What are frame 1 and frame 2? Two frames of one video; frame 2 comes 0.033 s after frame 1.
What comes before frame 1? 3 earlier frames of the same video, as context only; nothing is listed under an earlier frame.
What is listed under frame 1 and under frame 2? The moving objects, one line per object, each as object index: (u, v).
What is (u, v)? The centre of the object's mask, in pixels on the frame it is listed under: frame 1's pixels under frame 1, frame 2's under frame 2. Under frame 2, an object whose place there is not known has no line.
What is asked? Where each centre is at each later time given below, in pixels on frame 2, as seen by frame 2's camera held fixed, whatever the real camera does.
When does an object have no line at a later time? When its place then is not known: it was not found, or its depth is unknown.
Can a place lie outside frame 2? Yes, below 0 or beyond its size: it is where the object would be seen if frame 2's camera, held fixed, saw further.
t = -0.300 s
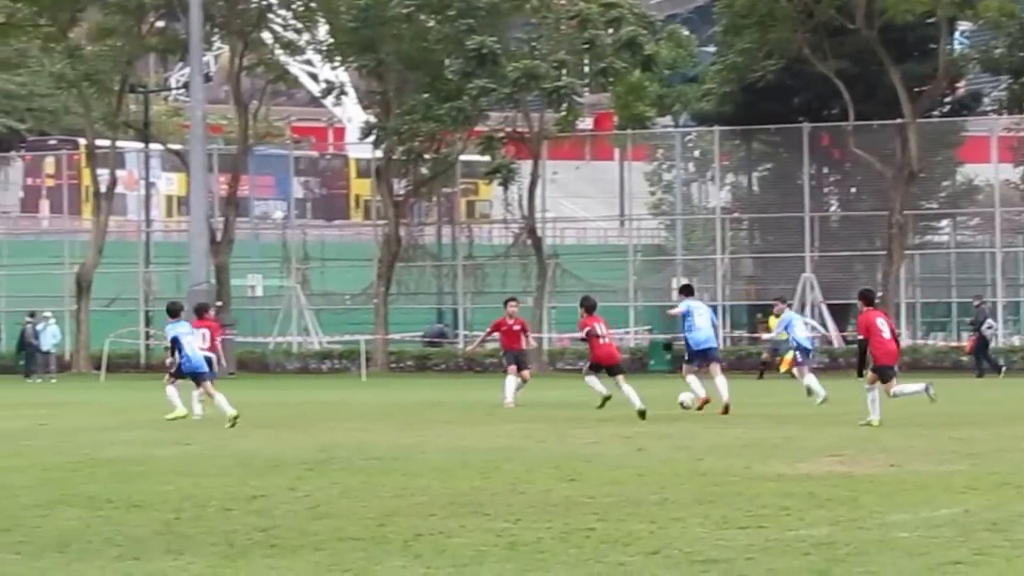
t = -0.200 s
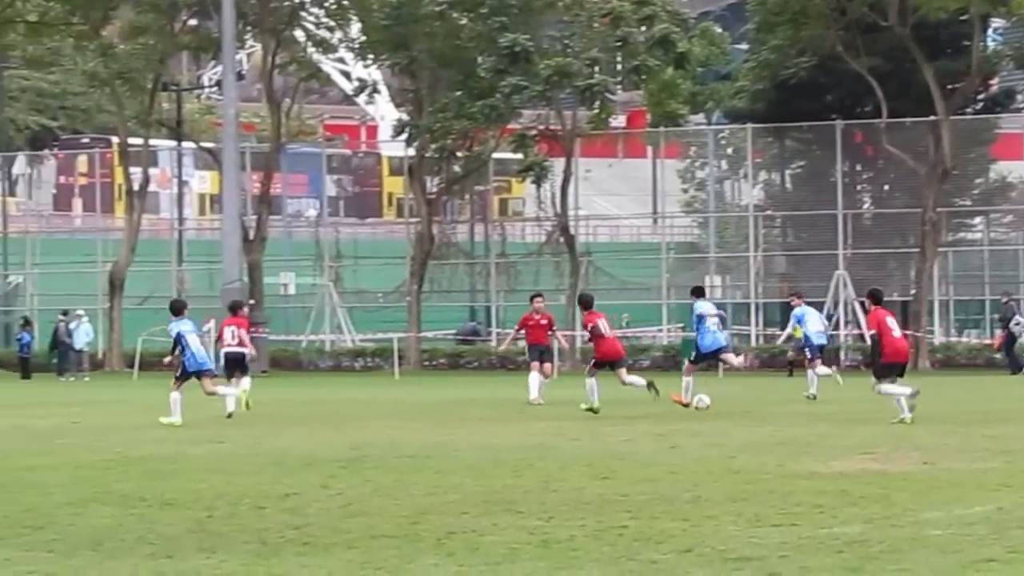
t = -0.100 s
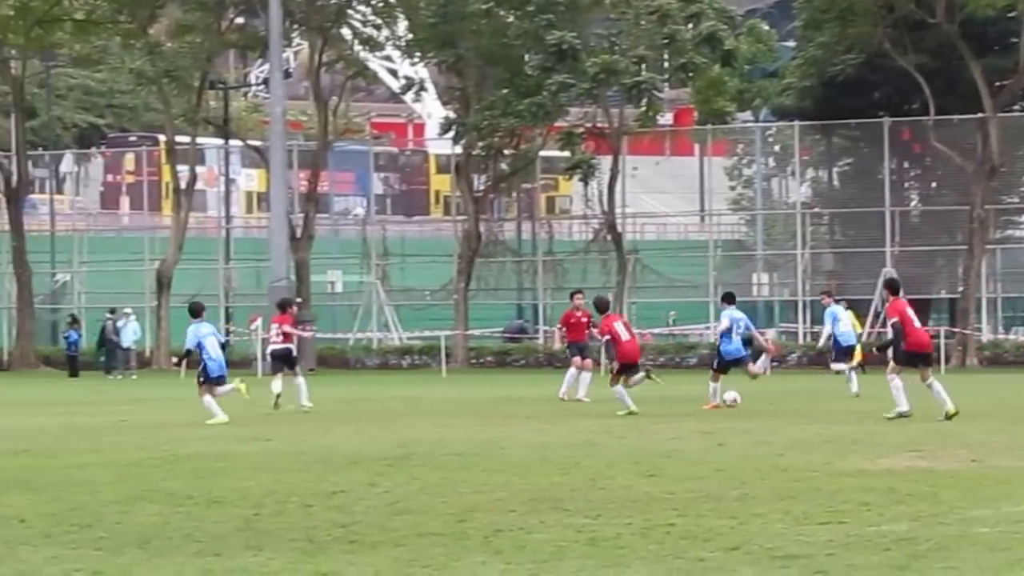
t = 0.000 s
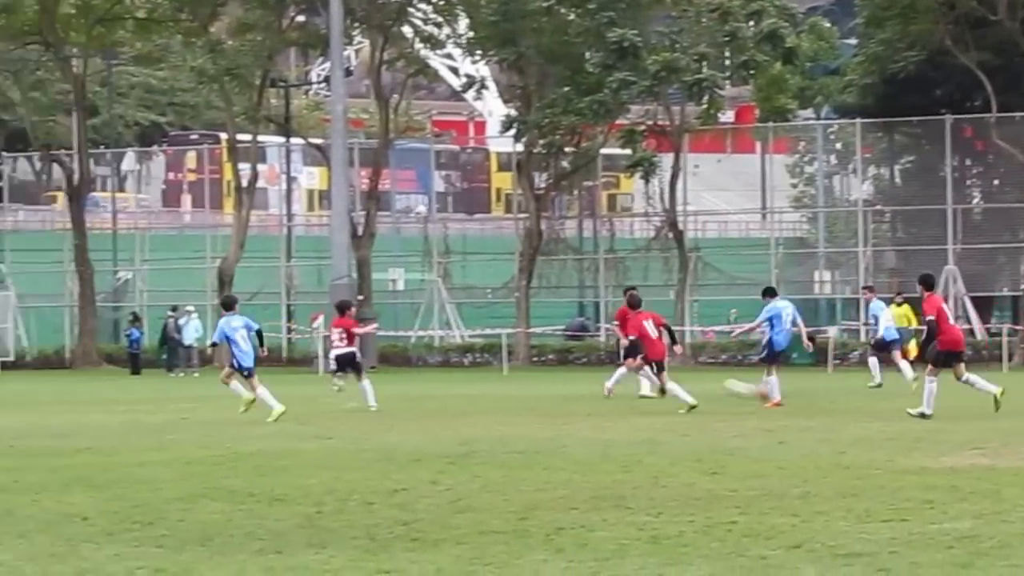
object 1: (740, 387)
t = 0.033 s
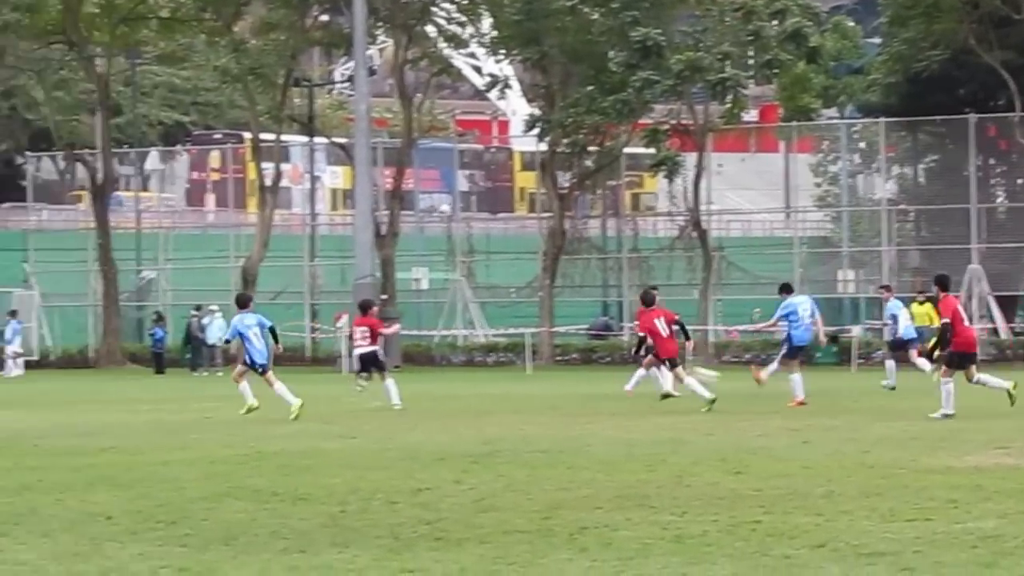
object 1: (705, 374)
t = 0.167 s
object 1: (484, 332)
